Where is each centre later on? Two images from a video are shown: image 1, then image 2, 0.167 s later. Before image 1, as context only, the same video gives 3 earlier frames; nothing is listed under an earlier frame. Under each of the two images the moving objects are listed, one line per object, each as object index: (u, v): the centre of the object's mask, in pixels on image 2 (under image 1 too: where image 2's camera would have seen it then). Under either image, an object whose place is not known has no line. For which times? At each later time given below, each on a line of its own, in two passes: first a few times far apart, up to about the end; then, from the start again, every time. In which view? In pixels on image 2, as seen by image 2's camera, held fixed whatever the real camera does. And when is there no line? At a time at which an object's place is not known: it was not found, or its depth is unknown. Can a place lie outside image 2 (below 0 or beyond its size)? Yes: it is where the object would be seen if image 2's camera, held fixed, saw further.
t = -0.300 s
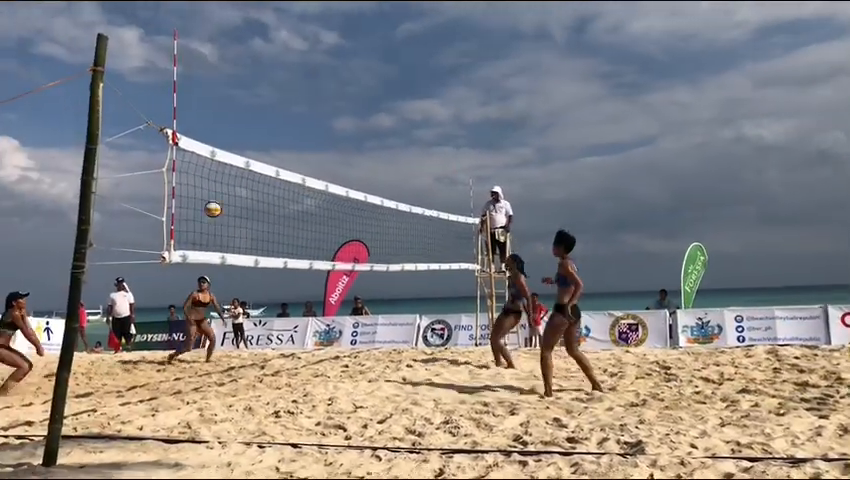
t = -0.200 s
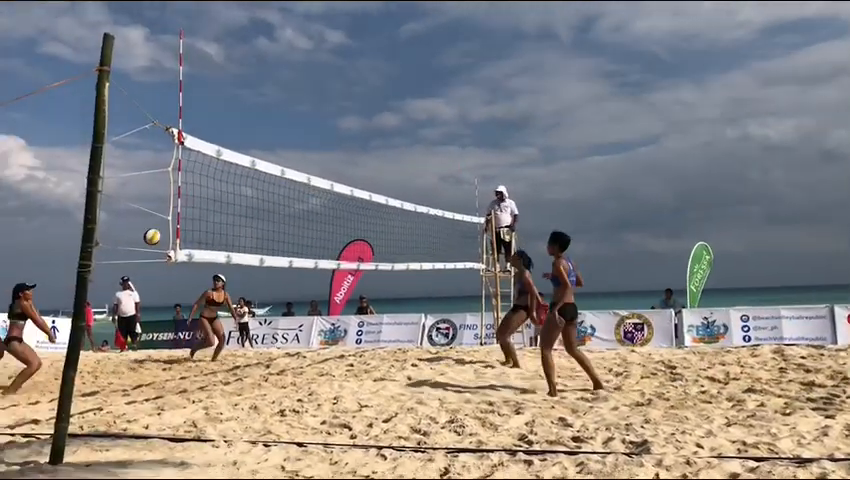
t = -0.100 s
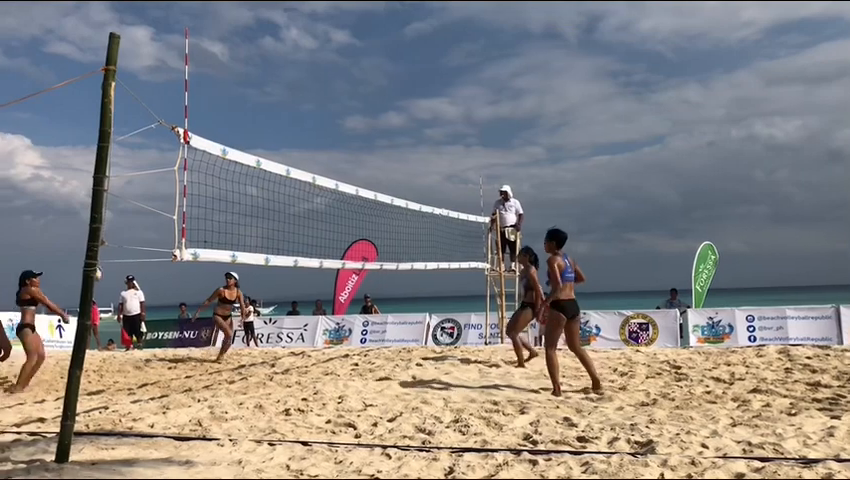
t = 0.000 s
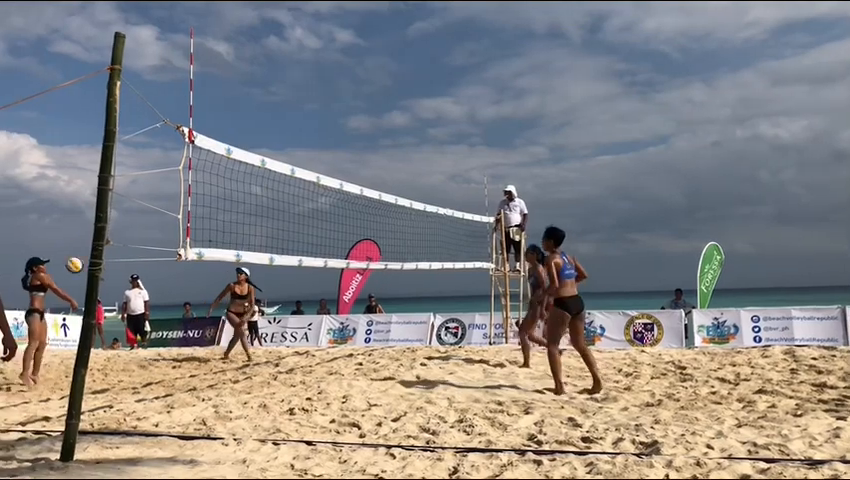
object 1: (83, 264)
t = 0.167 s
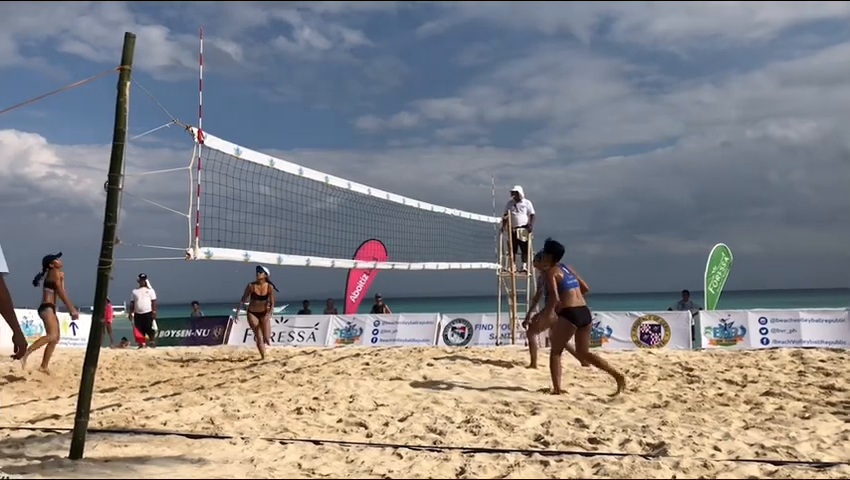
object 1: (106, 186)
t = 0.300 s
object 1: (135, 140)
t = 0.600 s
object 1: (185, 84)
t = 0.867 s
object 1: (228, 87)
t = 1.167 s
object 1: (278, 150)
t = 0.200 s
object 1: (123, 171)
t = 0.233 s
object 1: (126, 161)
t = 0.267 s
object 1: (130, 150)
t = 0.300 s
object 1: (135, 140)
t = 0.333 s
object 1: (140, 130)
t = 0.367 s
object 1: (146, 122)
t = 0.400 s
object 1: (151, 114)
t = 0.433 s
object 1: (157, 107)
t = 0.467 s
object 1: (163, 101)
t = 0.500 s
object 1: (169, 95)
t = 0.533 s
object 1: (174, 90)
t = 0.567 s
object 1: (179, 86)
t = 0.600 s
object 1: (185, 84)
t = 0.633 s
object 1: (190, 82)
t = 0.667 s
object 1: (195, 81)
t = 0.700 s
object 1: (202, 80)
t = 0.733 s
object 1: (208, 80)
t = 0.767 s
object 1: (213, 80)
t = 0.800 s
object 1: (218, 82)
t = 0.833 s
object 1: (224, 84)
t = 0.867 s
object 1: (228, 87)
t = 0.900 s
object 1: (234, 92)
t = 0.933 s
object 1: (239, 97)
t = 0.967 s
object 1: (245, 102)
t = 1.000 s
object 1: (251, 108)
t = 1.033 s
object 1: (256, 115)
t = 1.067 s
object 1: (262, 122)
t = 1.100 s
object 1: (267, 131)
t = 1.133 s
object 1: (272, 140)
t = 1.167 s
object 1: (278, 150)
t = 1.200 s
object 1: (284, 157)
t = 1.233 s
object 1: (288, 176)
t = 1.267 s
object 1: (295, 184)
